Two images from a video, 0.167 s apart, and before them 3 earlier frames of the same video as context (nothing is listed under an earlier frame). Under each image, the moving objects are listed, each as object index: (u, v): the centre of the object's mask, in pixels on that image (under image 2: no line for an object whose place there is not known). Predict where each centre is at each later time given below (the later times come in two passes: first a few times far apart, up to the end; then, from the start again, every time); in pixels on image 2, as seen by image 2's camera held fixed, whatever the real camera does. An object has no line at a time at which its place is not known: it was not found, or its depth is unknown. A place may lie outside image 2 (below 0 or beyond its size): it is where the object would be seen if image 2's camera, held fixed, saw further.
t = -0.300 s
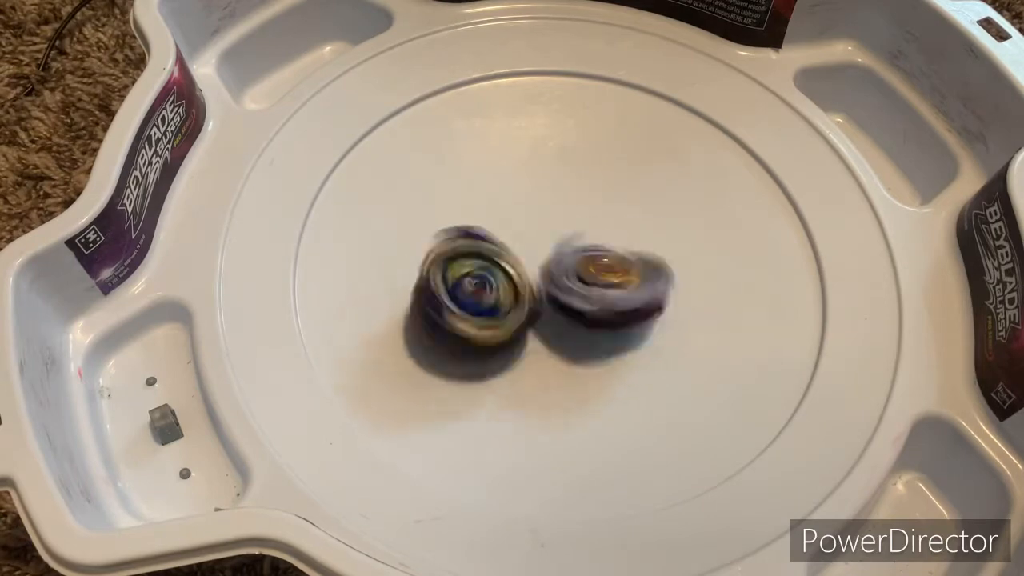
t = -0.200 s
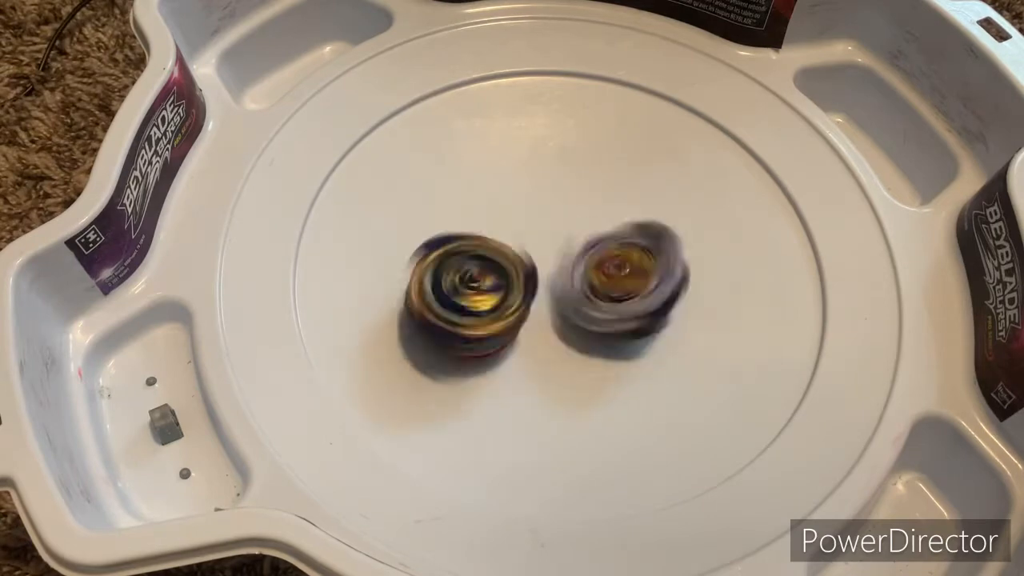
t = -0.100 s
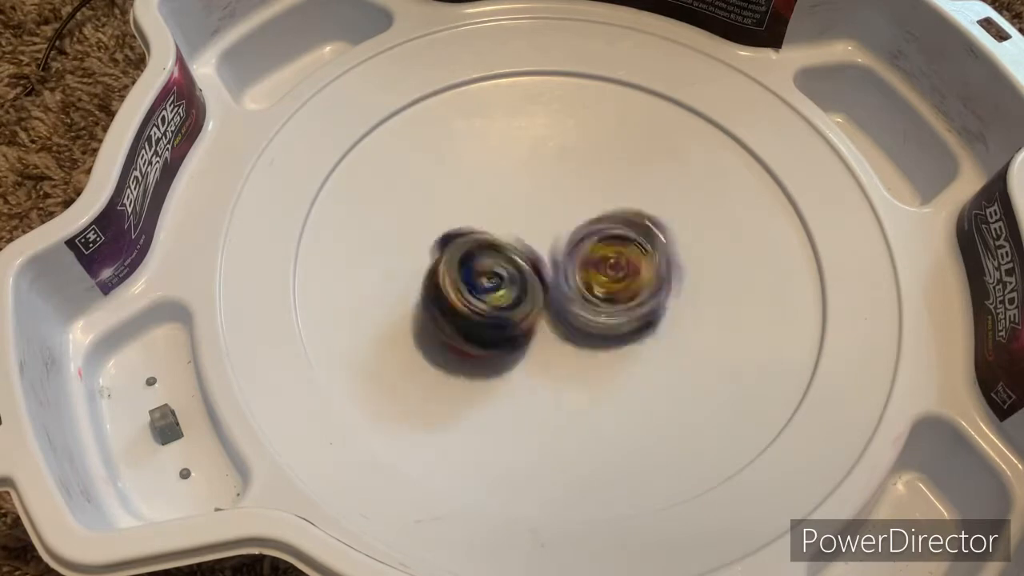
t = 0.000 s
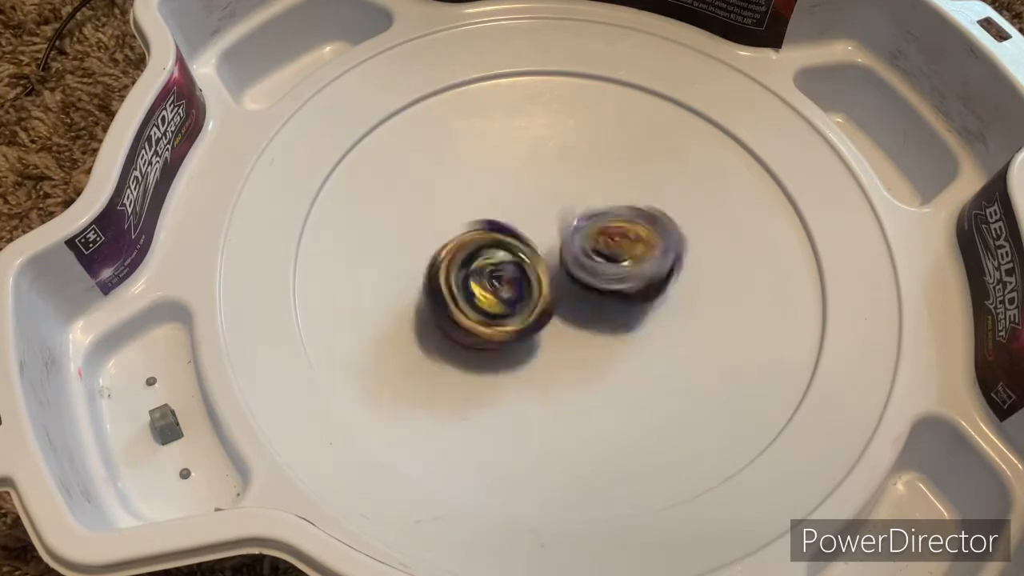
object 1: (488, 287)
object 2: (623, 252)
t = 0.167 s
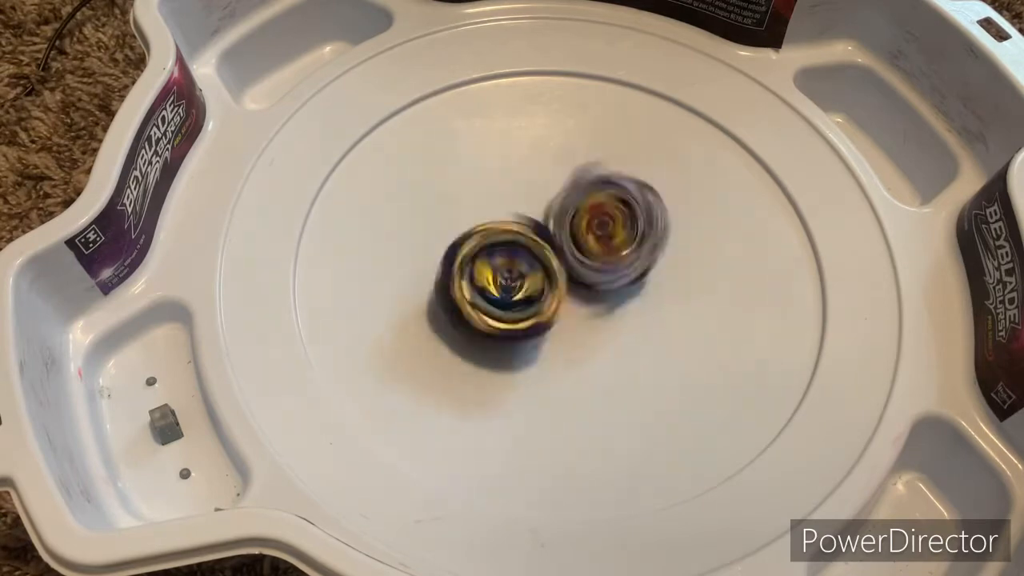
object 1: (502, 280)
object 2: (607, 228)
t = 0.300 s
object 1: (507, 285)
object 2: (614, 209)
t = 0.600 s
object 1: (535, 295)
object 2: (612, 226)
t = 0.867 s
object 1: (553, 296)
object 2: (585, 206)
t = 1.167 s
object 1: (557, 293)
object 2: (583, 204)
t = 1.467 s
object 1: (557, 293)
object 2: (583, 204)
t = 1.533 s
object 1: (557, 293)
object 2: (583, 204)
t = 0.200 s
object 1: (509, 278)
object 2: (607, 230)
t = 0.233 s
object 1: (510, 286)
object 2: (608, 225)
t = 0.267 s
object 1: (506, 288)
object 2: (610, 213)
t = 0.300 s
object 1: (507, 285)
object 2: (614, 209)
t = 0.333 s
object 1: (509, 283)
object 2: (620, 210)
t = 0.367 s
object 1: (512, 281)
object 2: (622, 208)
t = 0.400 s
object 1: (516, 283)
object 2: (623, 210)
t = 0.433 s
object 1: (518, 284)
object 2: (624, 215)
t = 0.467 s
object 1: (522, 283)
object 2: (625, 218)
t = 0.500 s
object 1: (527, 284)
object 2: (617, 219)
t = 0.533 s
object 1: (527, 291)
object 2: (612, 219)
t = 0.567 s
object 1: (533, 293)
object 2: (612, 223)
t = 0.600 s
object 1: (535, 295)
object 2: (612, 226)
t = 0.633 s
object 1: (538, 296)
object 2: (610, 223)
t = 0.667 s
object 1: (538, 298)
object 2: (607, 218)
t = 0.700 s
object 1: (541, 298)
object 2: (603, 213)
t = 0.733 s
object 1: (543, 296)
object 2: (599, 209)
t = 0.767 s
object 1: (545, 296)
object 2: (595, 207)
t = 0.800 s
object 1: (548, 296)
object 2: (591, 206)
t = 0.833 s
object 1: (551, 296)
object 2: (587, 207)
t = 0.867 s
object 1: (553, 296)
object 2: (585, 206)
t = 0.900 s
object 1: (554, 296)
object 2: (584, 206)
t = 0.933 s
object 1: (556, 295)
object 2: (584, 205)
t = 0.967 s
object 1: (557, 294)
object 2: (583, 204)
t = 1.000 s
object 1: (557, 293)
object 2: (583, 204)
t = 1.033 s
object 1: (558, 293)
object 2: (583, 204)
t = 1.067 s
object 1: (557, 293)
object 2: (583, 204)
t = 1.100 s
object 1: (557, 293)
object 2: (583, 204)
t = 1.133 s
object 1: (557, 293)
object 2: (583, 204)
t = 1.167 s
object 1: (557, 293)
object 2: (583, 204)
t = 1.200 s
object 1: (557, 293)
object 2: (583, 204)
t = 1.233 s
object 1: (557, 293)
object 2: (583, 204)
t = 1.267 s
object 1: (557, 293)
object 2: (583, 204)
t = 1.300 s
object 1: (557, 293)
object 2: (583, 204)
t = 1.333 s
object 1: (557, 294)
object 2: (583, 204)
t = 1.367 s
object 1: (557, 293)
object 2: (583, 204)
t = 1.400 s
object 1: (557, 293)
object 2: (583, 204)
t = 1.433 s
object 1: (557, 293)
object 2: (583, 204)
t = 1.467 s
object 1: (557, 293)
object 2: (583, 204)
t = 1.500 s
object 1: (557, 293)
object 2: (583, 204)
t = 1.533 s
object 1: (557, 293)
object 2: (583, 204)
